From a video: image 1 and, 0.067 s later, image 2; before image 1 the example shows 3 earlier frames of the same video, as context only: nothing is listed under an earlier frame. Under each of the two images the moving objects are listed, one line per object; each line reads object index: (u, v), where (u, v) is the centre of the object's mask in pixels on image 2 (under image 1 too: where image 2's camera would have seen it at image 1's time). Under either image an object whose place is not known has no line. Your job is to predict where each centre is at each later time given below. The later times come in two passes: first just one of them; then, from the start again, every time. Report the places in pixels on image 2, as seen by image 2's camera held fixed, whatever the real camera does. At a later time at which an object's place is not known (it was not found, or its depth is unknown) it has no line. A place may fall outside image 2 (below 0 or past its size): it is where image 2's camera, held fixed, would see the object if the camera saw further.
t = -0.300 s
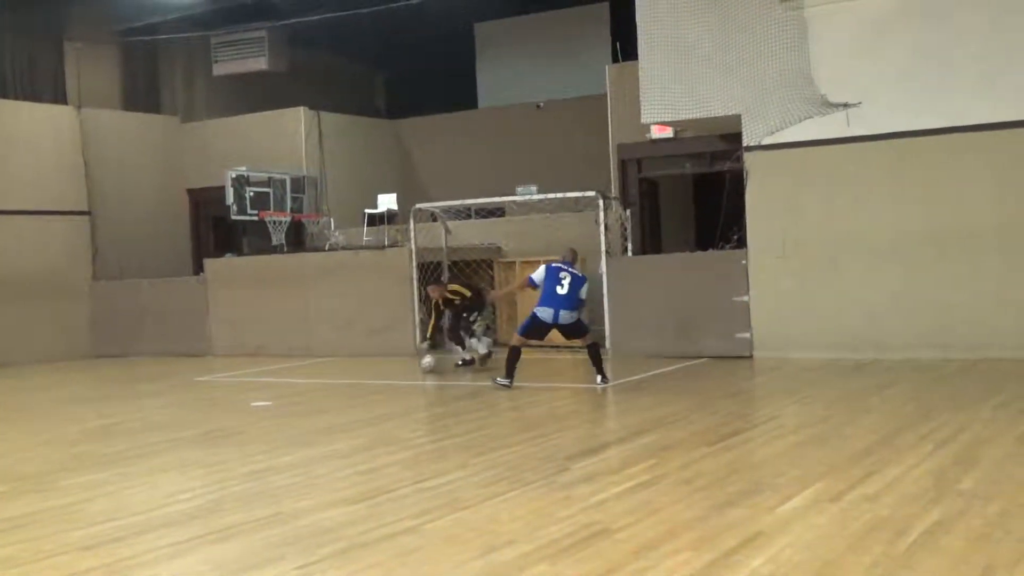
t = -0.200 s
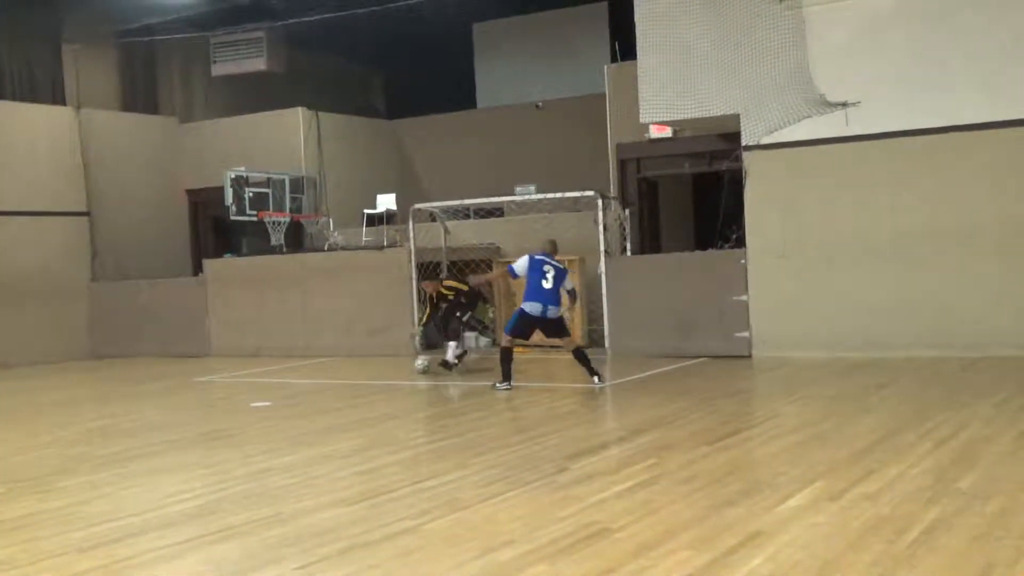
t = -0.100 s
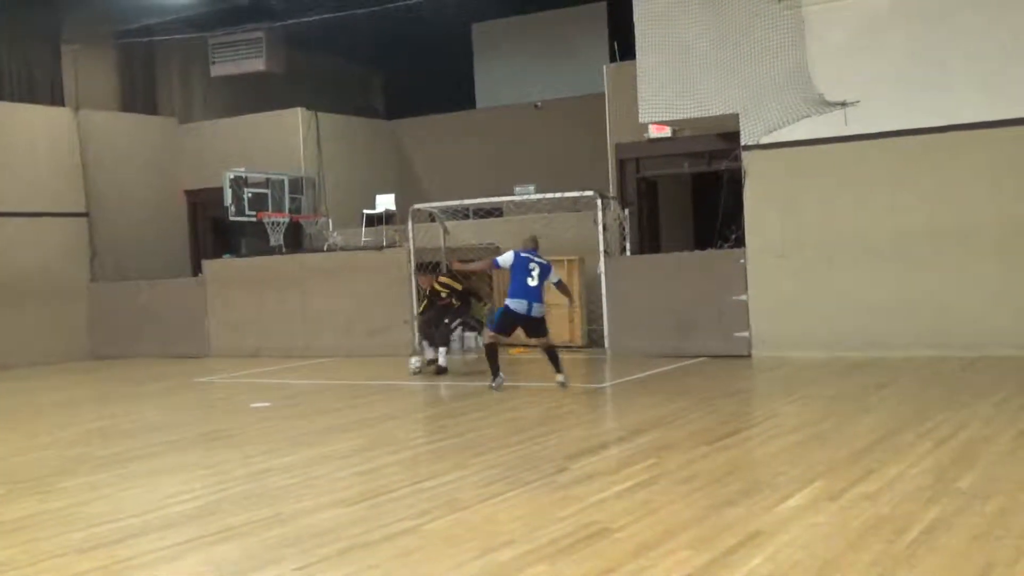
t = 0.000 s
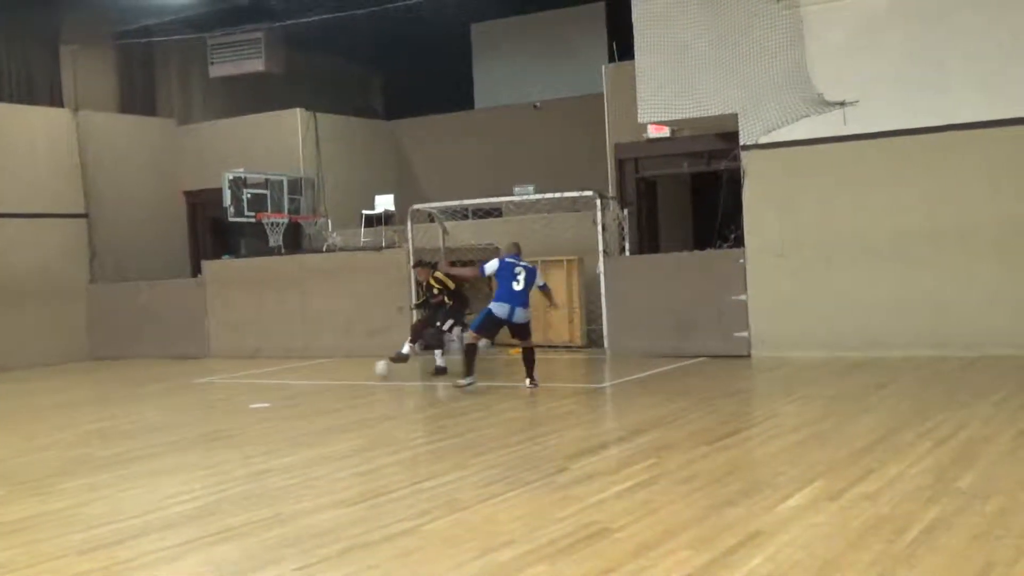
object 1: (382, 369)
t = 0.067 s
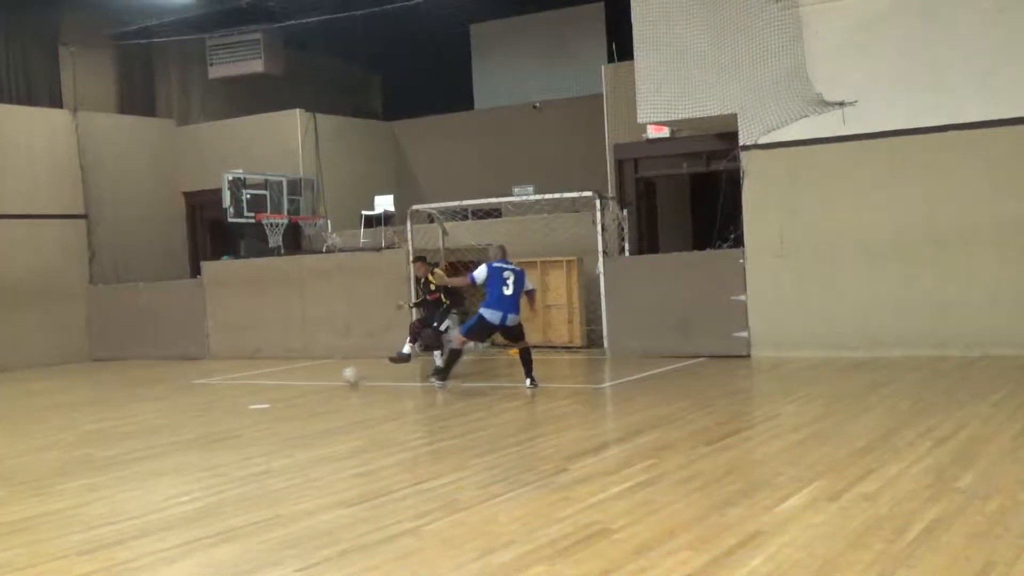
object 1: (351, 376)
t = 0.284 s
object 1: (249, 400)
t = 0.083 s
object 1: (344, 379)
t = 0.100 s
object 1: (336, 382)
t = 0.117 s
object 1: (329, 383)
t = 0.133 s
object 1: (320, 385)
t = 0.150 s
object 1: (315, 386)
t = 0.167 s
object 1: (306, 386)
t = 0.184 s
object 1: (299, 389)
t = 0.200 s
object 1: (291, 390)
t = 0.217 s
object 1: (282, 392)
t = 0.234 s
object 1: (274, 394)
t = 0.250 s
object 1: (266, 397)
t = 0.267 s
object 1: (257, 398)
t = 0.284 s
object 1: (249, 400)
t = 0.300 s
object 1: (240, 402)
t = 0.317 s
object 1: (231, 404)
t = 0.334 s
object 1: (223, 406)
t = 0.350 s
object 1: (214, 408)
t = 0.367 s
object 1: (205, 411)
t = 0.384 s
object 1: (195, 412)
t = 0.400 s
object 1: (187, 414)
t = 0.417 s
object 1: (177, 416)
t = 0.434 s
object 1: (167, 418)
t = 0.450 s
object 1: (158, 421)
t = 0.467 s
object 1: (149, 423)
